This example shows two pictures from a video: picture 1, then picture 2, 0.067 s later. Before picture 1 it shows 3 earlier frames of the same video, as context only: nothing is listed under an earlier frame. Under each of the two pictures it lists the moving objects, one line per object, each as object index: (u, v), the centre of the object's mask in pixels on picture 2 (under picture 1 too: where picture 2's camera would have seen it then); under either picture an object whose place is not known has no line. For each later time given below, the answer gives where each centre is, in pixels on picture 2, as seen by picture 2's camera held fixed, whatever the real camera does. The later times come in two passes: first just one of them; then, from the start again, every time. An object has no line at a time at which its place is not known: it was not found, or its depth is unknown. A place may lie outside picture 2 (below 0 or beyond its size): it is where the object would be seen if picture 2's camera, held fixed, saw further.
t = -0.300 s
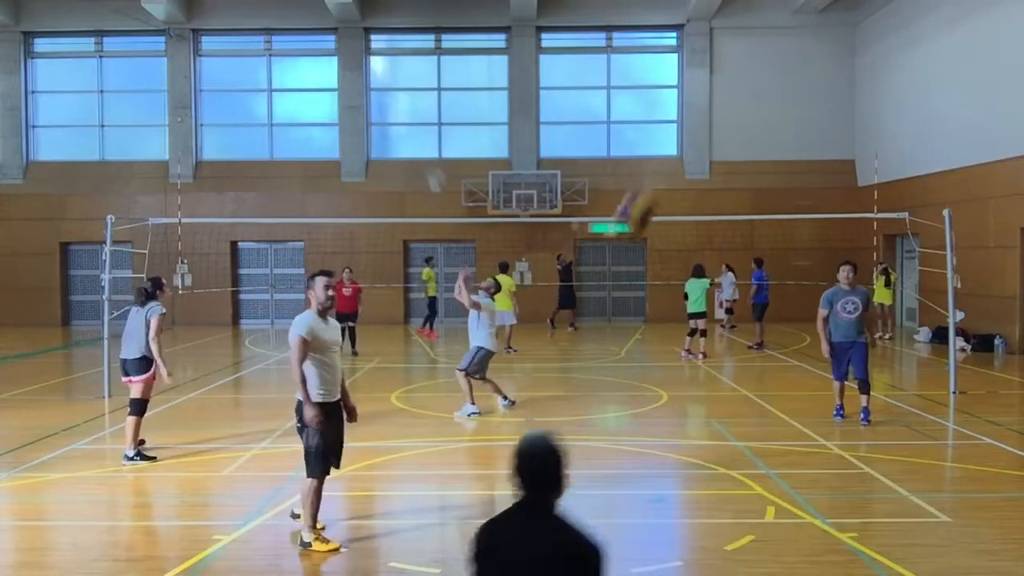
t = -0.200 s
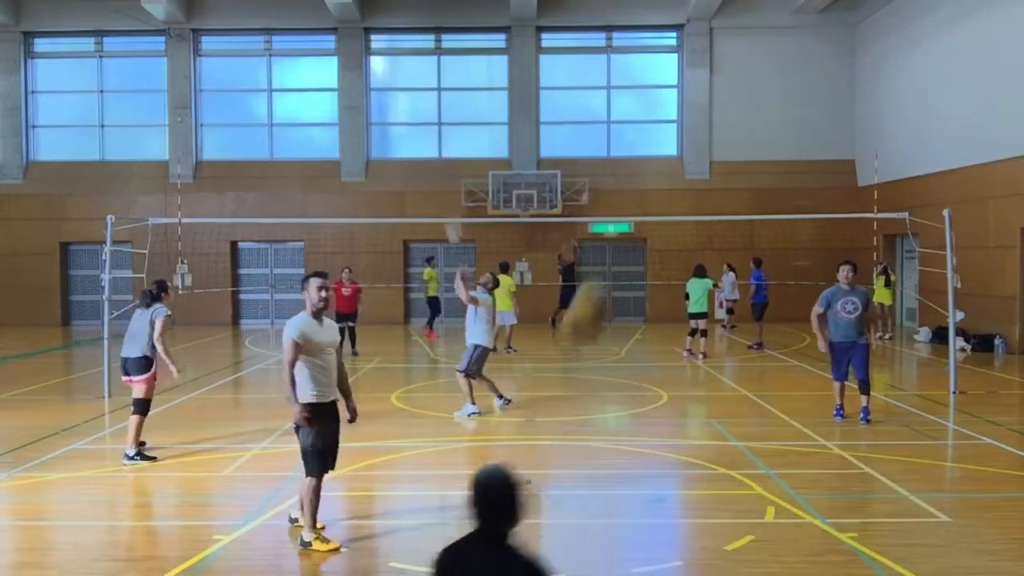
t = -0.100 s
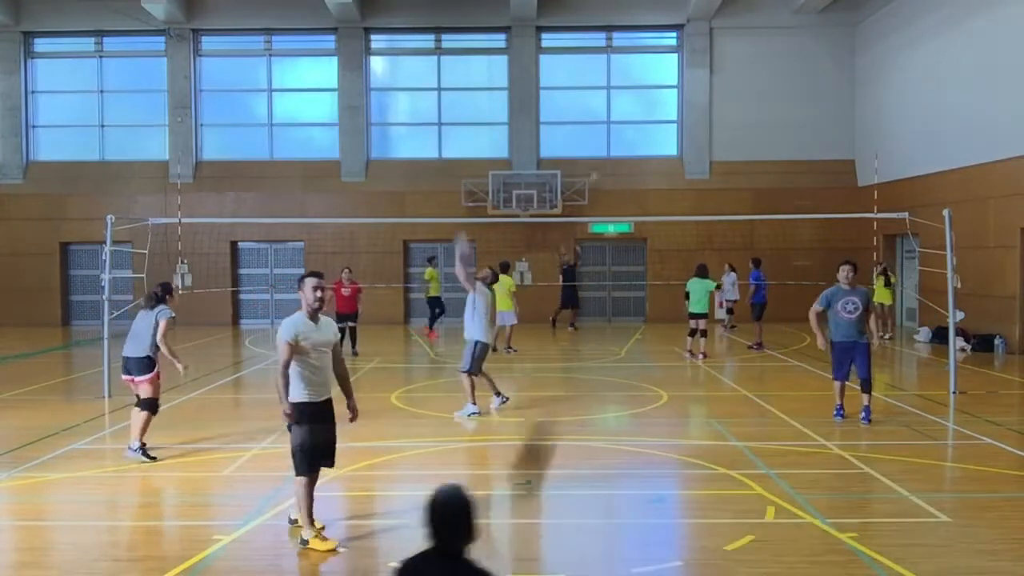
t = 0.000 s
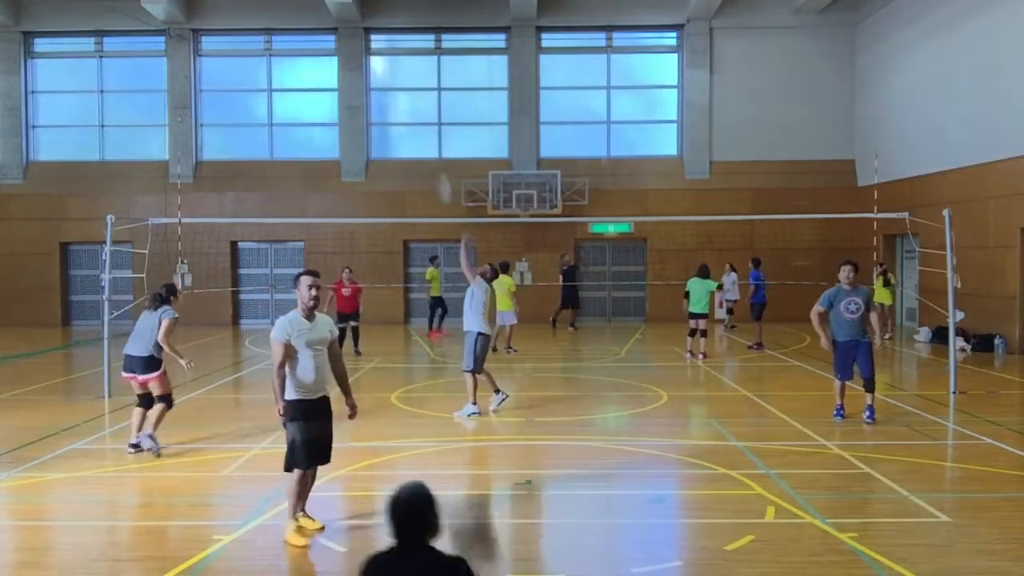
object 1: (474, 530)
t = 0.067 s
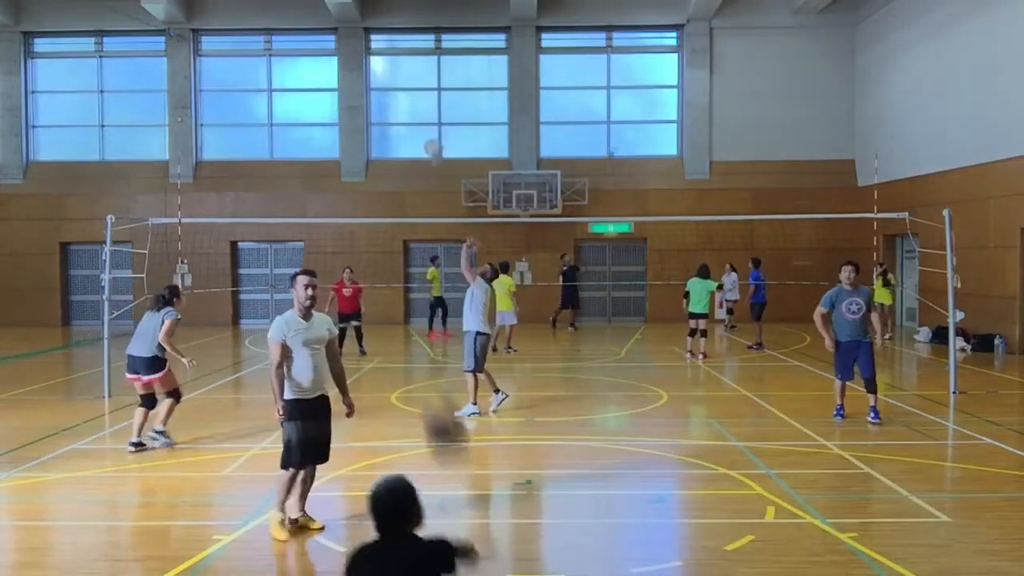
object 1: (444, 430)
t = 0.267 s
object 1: (376, 218)
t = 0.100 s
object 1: (430, 386)
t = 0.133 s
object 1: (416, 335)
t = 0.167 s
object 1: (405, 304)
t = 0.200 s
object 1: (396, 267)
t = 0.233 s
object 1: (384, 243)
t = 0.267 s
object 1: (376, 218)
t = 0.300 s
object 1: (371, 193)
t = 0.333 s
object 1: (359, 172)
